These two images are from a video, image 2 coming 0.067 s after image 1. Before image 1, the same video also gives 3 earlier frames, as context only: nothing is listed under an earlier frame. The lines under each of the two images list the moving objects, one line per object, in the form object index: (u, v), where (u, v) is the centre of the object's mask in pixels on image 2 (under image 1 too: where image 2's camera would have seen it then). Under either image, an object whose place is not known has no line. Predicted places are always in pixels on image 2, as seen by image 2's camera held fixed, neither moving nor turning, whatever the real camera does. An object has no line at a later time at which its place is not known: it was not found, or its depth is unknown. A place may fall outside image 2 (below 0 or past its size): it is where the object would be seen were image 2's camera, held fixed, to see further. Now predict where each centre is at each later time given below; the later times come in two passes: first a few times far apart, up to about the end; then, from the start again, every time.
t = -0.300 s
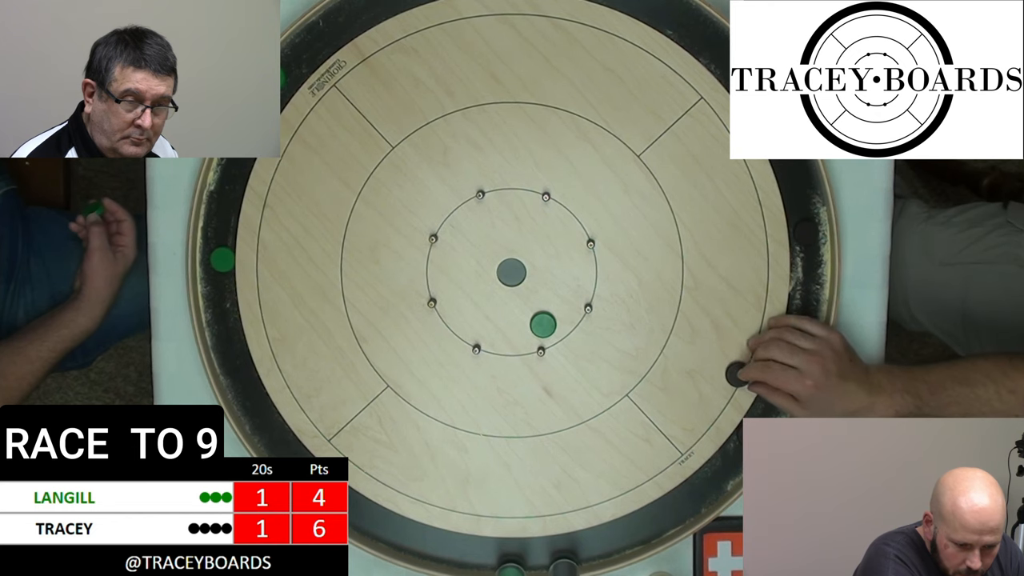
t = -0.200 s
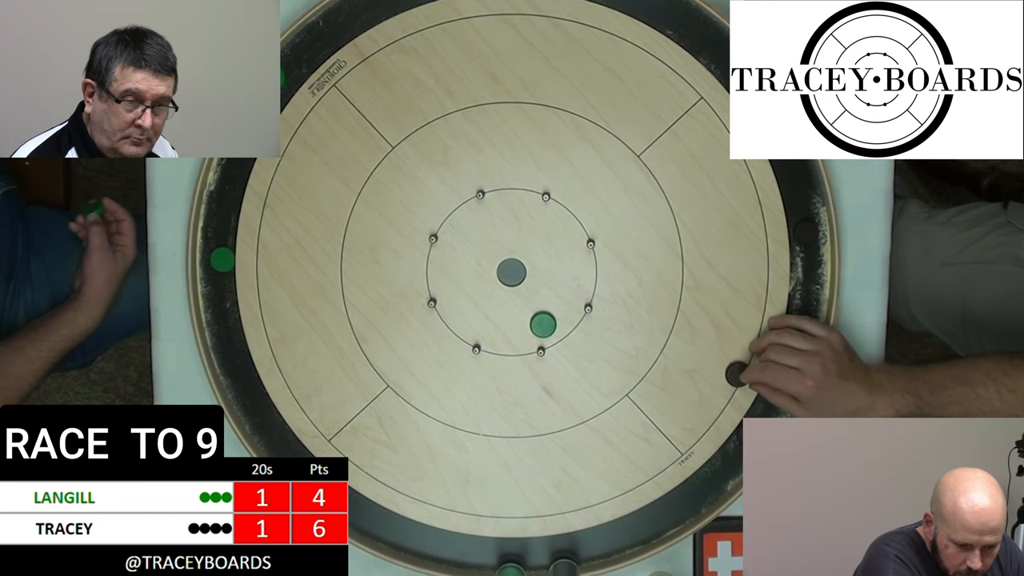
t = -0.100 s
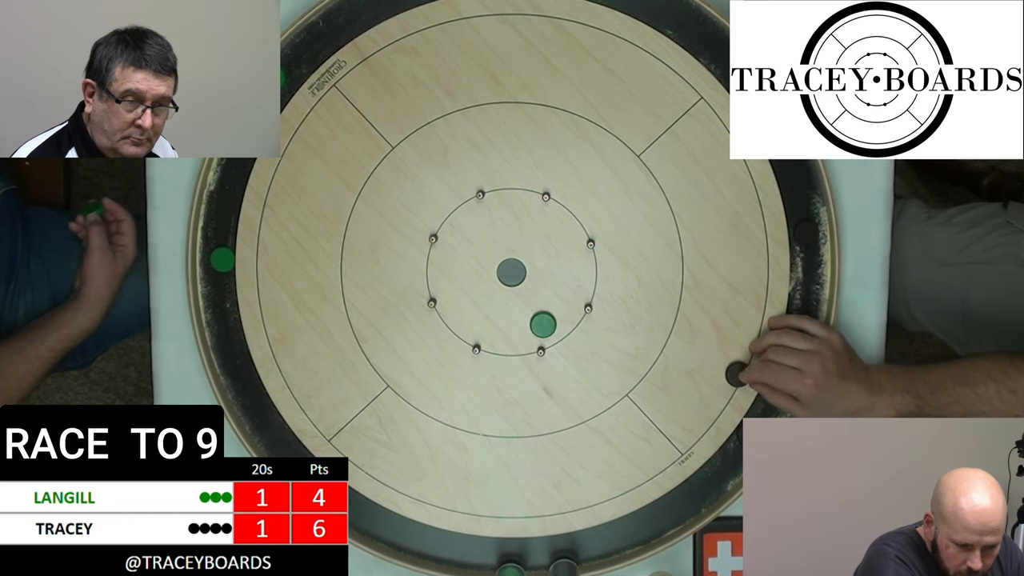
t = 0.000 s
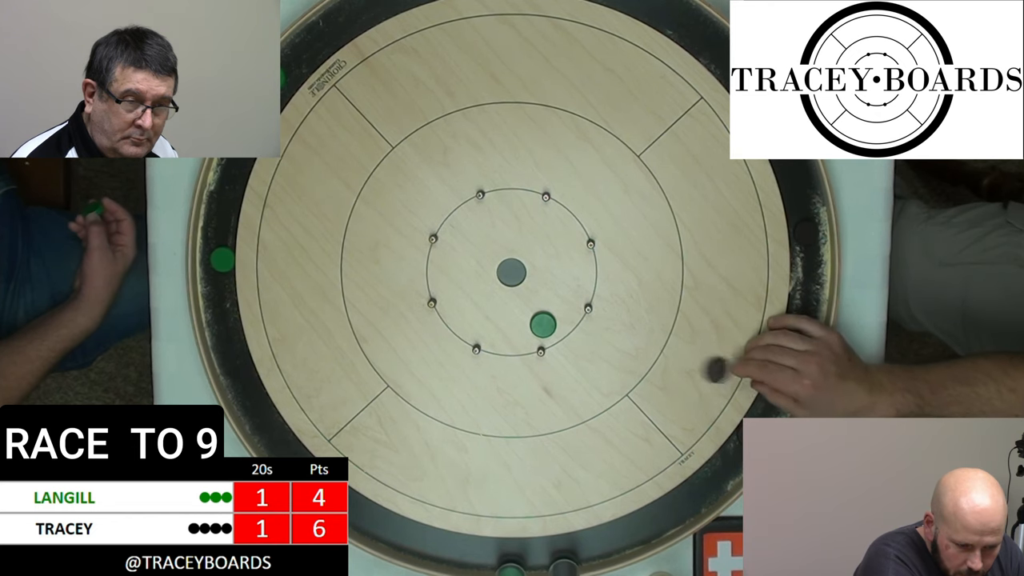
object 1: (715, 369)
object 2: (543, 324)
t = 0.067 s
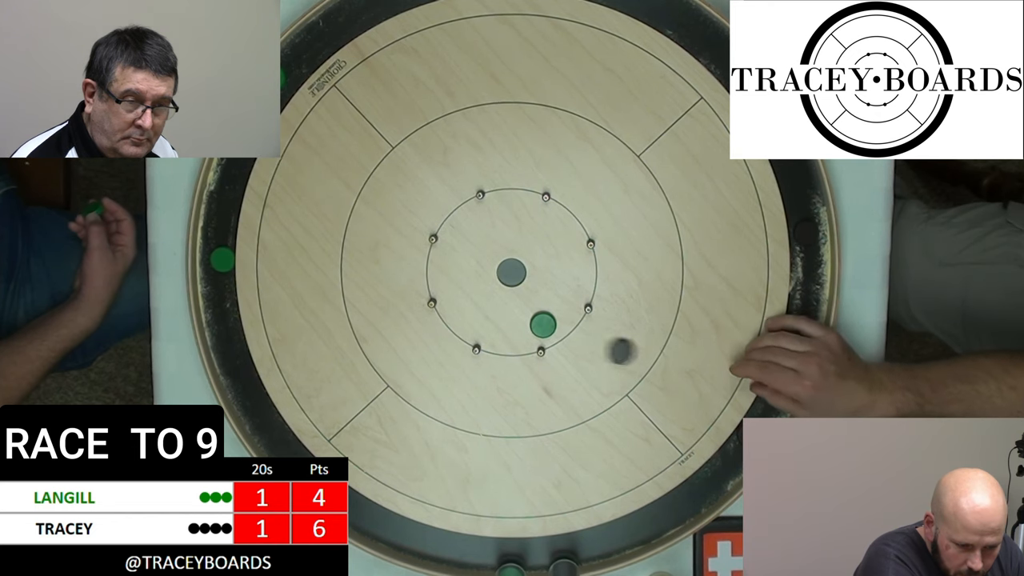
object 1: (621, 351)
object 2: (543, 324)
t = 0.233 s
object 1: (601, 339)
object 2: (421, 259)
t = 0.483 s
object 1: (681, 322)
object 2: (273, 325)
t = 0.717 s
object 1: (714, 312)
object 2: (225, 352)
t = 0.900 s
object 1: (721, 306)
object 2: (225, 352)
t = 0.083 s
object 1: (597, 346)
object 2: (543, 324)
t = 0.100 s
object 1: (573, 342)
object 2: (543, 324)
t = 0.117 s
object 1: (560, 344)
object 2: (533, 318)
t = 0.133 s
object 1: (560, 346)
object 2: (516, 308)
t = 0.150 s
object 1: (567, 344)
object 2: (499, 298)
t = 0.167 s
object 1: (574, 344)
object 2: (483, 287)
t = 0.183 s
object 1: (581, 342)
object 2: (466, 277)
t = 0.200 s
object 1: (587, 341)
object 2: (450, 266)
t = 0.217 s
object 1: (594, 340)
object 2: (434, 257)
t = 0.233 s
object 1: (601, 339)
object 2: (421, 259)
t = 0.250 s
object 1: (607, 338)
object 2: (409, 264)
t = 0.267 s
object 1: (614, 336)
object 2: (398, 270)
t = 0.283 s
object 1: (620, 335)
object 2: (387, 274)
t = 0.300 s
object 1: (626, 334)
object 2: (376, 279)
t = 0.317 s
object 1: (632, 333)
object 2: (366, 284)
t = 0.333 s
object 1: (637, 331)
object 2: (355, 289)
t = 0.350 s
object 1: (643, 330)
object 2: (345, 293)
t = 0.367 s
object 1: (648, 329)
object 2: (335, 298)
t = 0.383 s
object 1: (654, 328)
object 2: (326, 302)
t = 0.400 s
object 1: (658, 327)
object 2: (317, 306)
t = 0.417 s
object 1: (663, 326)
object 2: (307, 310)
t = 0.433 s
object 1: (668, 325)
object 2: (298, 314)
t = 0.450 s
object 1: (673, 324)
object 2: (290, 318)
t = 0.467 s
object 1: (677, 323)
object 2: (281, 321)
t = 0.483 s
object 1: (681, 322)
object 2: (273, 325)
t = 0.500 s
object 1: (685, 321)
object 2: (265, 328)
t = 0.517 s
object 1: (688, 320)
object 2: (257, 332)
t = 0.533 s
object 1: (691, 319)
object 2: (249, 335)
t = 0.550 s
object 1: (695, 318)
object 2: (242, 339)
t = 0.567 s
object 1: (697, 317)
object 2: (234, 343)
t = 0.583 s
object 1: (700, 317)
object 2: (228, 345)
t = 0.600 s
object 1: (702, 316)
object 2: (222, 346)
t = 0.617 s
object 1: (704, 315)
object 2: (226, 347)
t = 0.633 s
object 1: (706, 315)
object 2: (231, 348)
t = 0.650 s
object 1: (708, 314)
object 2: (235, 349)
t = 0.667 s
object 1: (710, 314)
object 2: (232, 350)
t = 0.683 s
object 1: (712, 313)
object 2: (228, 350)
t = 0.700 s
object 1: (713, 313)
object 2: (224, 351)
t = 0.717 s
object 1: (714, 312)
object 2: (225, 352)
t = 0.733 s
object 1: (715, 312)
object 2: (227, 352)
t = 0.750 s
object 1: (716, 311)
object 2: (231, 351)
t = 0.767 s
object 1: (716, 310)
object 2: (235, 351)
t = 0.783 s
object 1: (717, 310)
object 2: (236, 350)
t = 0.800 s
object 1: (718, 309)
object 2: (235, 351)
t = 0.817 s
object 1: (718, 308)
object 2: (232, 351)
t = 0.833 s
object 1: (719, 308)
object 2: (231, 352)
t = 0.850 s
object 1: (720, 307)
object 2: (228, 352)
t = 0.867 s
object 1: (720, 307)
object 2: (227, 352)
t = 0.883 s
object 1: (721, 306)
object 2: (226, 352)
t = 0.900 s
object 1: (721, 306)
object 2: (225, 352)
